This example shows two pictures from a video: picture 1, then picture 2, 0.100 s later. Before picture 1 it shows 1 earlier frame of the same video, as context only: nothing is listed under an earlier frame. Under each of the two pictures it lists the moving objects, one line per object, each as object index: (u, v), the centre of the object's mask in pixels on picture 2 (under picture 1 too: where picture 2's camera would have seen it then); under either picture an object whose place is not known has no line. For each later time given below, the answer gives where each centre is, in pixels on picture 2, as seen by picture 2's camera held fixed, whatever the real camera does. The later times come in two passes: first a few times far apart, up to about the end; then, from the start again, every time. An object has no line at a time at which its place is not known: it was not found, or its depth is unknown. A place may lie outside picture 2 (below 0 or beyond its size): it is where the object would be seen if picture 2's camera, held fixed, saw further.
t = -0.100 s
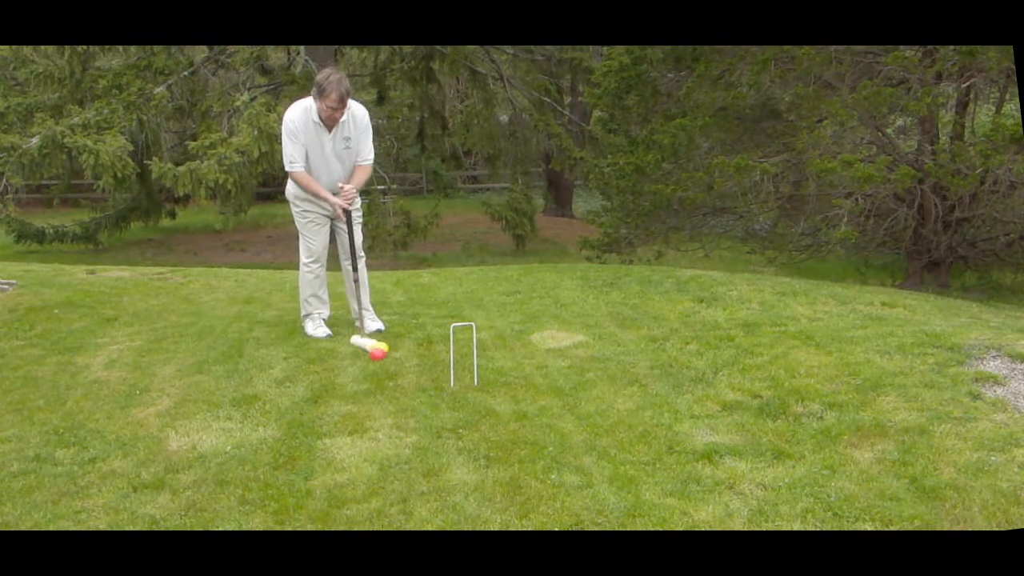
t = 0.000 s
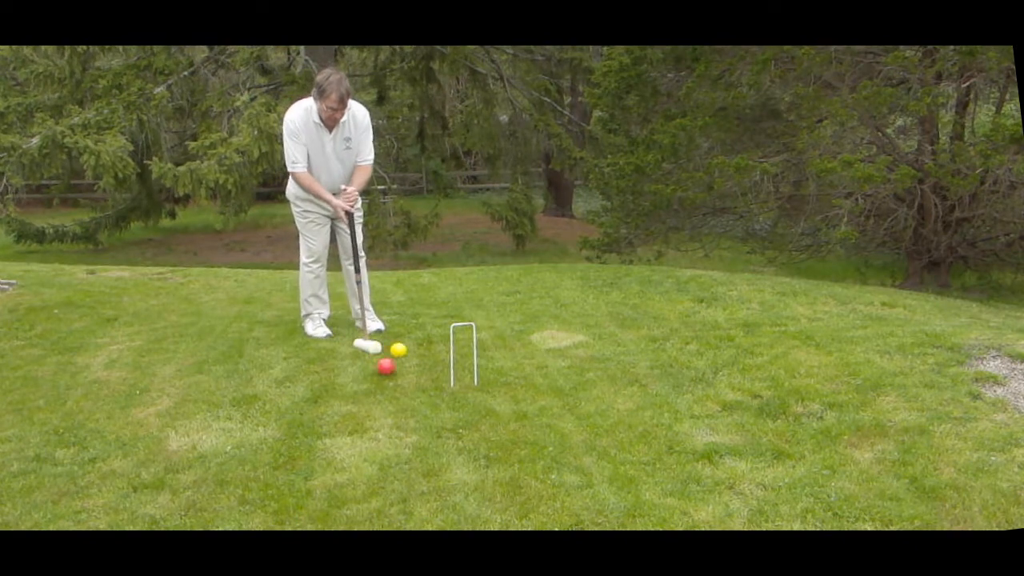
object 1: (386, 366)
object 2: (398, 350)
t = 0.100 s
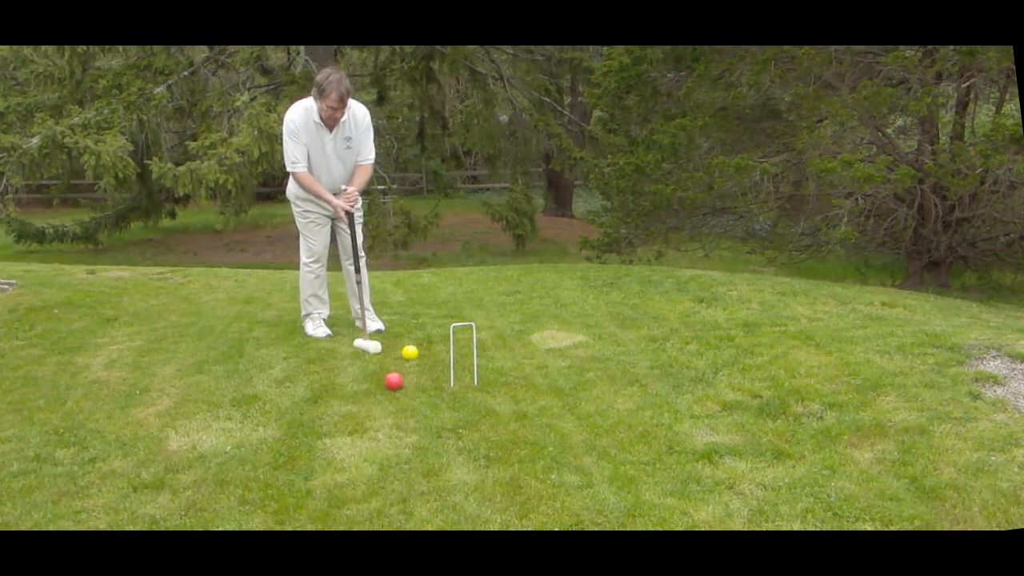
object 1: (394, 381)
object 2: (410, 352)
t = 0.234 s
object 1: (401, 397)
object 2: (424, 356)
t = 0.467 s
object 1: (413, 430)
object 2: (442, 360)
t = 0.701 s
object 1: (428, 457)
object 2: (445, 359)
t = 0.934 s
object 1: (440, 477)
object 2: (445, 359)
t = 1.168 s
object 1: (449, 488)
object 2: (446, 359)
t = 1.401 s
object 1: (455, 488)
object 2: (446, 359)
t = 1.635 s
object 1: (455, 488)
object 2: (446, 359)
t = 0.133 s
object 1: (395, 382)
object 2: (414, 354)
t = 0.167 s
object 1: (397, 385)
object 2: (417, 356)
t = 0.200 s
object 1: (399, 390)
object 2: (421, 356)
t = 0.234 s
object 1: (401, 397)
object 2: (424, 356)
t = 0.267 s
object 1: (404, 405)
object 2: (428, 357)
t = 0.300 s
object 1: (405, 408)
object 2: (431, 357)
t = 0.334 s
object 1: (407, 411)
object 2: (433, 358)
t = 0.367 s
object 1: (408, 414)
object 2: (436, 359)
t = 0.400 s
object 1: (409, 419)
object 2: (438, 360)
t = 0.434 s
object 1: (411, 426)
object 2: (440, 360)
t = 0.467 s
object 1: (413, 430)
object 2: (442, 360)
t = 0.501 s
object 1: (414, 432)
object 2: (443, 360)
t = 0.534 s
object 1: (416, 434)
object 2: (444, 360)
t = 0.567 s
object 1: (419, 438)
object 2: (445, 359)
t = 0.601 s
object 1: (421, 444)
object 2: (445, 359)
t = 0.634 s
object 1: (423, 451)
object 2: (445, 359)
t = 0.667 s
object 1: (426, 453)
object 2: (445, 359)
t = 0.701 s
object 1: (428, 457)
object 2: (445, 359)
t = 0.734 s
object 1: (430, 460)
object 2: (445, 359)
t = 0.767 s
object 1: (433, 464)
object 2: (445, 359)
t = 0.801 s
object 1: (434, 467)
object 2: (445, 359)
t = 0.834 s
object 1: (435, 469)
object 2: (445, 359)
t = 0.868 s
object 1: (437, 472)
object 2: (445, 359)
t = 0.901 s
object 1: (438, 475)
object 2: (445, 359)
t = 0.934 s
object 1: (440, 477)
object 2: (445, 359)
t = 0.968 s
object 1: (441, 479)
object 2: (445, 359)
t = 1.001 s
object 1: (442, 481)
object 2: (445, 359)
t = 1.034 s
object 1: (443, 484)
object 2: (445, 359)
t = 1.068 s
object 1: (444, 486)
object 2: (445, 359)
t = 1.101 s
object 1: (446, 487)
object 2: (446, 359)
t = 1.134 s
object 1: (447, 488)
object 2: (446, 359)
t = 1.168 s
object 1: (449, 488)
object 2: (446, 359)
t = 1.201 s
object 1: (450, 489)
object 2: (446, 359)
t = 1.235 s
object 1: (452, 489)
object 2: (446, 359)
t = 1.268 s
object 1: (453, 489)
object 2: (446, 359)
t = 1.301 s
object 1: (454, 489)
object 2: (446, 359)
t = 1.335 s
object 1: (455, 489)
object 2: (446, 359)
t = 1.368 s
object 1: (455, 489)
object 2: (446, 359)
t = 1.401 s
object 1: (455, 488)
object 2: (446, 359)
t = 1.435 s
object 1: (455, 488)
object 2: (446, 359)
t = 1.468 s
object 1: (456, 488)
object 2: (446, 359)
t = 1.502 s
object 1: (455, 489)
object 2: (446, 359)
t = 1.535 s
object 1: (455, 489)
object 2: (446, 359)
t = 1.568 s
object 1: (455, 488)
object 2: (446, 359)
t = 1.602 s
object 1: (455, 488)
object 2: (446, 359)
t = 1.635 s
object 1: (455, 488)
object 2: (446, 359)
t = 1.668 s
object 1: (455, 488)
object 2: (446, 359)
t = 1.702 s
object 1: (455, 488)
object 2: (446, 359)
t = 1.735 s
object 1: (456, 488)
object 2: (446, 359)
